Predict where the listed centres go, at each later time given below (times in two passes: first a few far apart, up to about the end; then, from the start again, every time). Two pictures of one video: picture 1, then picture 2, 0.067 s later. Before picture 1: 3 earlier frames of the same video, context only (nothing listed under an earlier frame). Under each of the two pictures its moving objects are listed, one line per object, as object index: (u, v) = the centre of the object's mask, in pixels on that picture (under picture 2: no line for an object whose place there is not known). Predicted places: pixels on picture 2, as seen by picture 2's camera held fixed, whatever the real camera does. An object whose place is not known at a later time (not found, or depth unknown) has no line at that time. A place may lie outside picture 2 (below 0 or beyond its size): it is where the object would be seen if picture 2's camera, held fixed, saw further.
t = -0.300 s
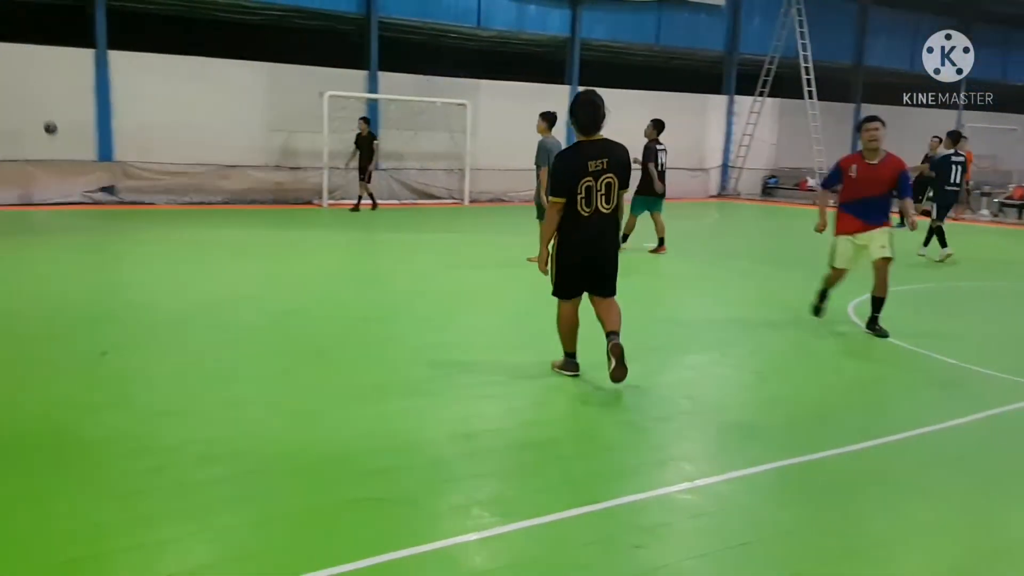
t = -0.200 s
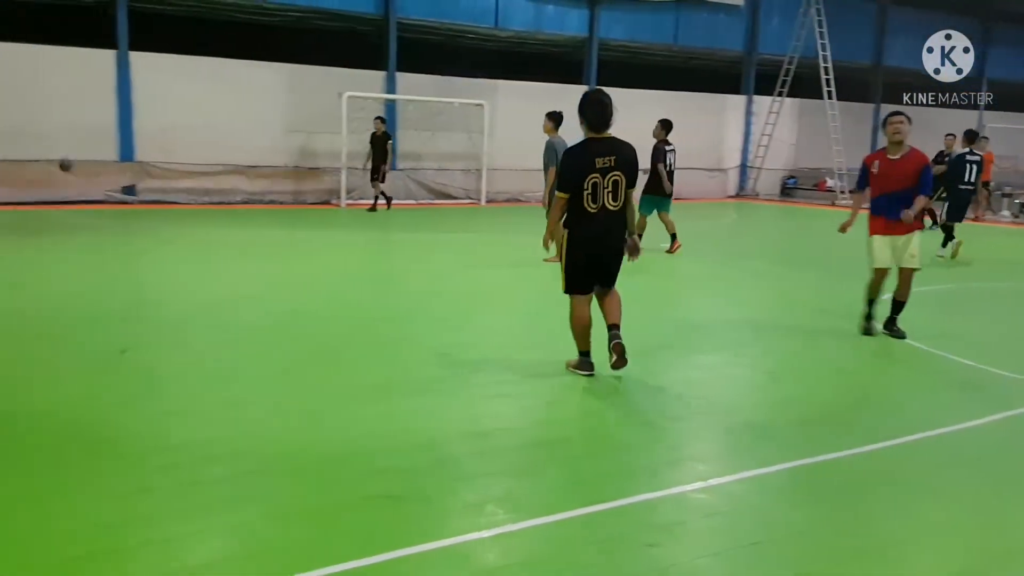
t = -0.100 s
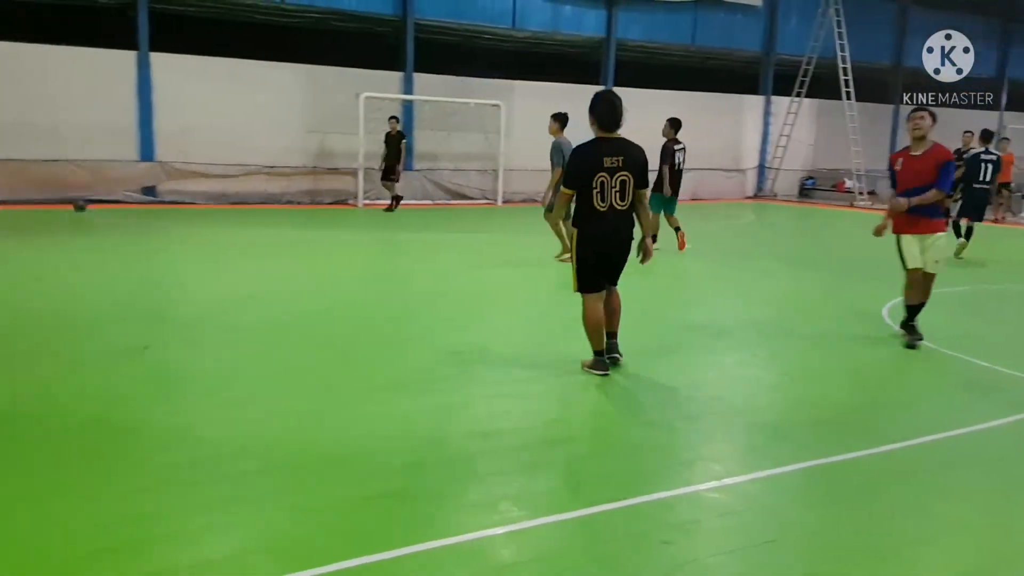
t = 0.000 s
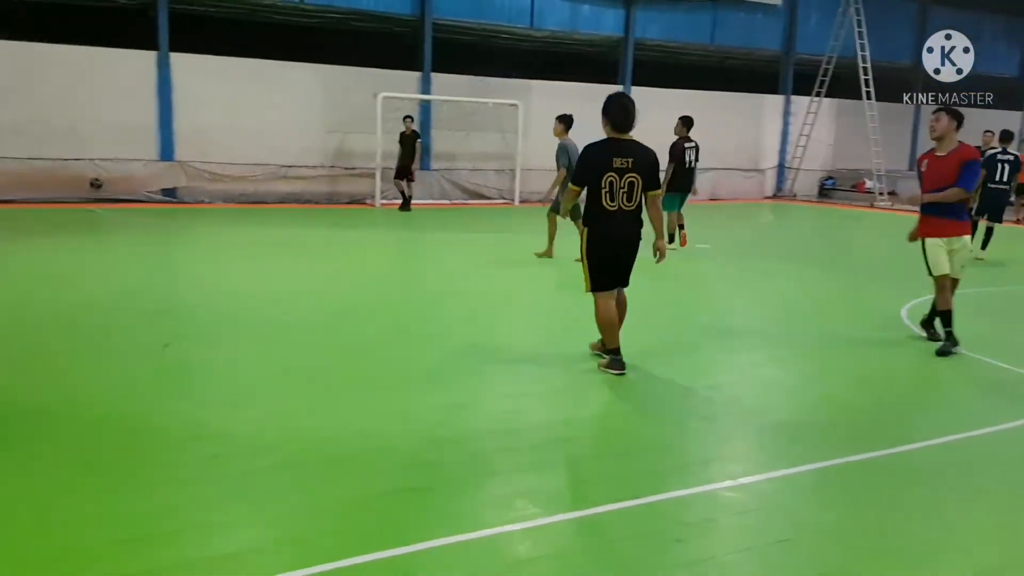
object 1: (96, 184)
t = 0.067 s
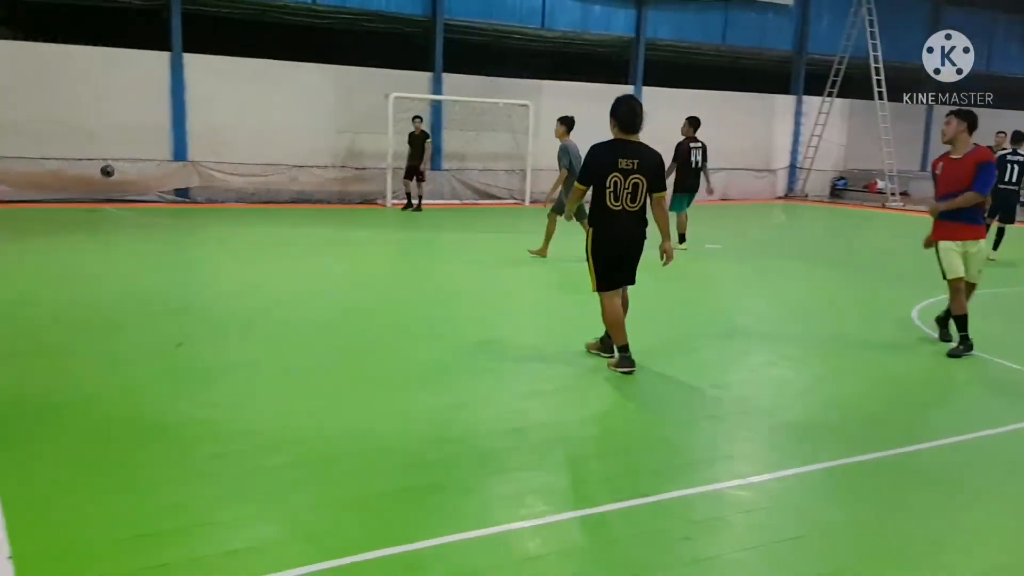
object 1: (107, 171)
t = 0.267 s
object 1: (99, 152)
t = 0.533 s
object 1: (90, 169)
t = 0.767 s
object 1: (83, 214)
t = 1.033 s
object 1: (65, 200)
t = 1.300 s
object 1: (51, 227)
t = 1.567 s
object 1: (33, 237)
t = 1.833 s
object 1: (12, 246)
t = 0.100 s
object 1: (106, 166)
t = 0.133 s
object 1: (104, 162)
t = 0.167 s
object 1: (103, 159)
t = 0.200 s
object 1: (102, 156)
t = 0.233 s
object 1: (100, 154)
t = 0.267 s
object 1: (99, 152)
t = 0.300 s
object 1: (98, 151)
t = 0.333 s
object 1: (97, 151)
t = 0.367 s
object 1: (96, 152)
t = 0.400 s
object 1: (94, 154)
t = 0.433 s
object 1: (93, 156)
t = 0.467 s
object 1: (92, 160)
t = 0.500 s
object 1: (91, 164)
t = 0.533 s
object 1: (90, 169)
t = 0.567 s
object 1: (89, 176)
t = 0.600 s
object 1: (88, 183)
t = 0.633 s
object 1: (87, 191)
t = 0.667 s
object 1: (86, 201)
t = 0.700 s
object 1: (85, 209)
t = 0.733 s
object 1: (85, 219)
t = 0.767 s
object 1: (83, 214)
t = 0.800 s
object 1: (81, 210)
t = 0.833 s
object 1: (79, 207)
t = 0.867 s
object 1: (76, 204)
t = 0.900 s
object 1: (74, 201)
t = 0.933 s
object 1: (72, 199)
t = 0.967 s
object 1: (70, 198)
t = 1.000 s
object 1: (68, 198)
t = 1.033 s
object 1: (65, 200)
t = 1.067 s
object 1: (65, 202)
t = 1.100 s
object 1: (61, 205)
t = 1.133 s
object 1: (60, 208)
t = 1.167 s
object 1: (58, 212)
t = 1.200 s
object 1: (57, 218)
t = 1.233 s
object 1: (55, 225)
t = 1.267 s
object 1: (54, 230)
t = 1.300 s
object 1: (51, 227)
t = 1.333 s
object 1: (49, 224)
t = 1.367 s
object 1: (46, 223)
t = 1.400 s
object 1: (44, 223)
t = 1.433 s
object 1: (41, 223)
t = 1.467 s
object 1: (39, 225)
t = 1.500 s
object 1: (37, 228)
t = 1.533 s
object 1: (35, 232)
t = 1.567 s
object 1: (33, 237)
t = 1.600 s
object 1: (31, 238)
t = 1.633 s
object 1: (28, 238)
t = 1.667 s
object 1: (25, 238)
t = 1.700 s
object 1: (23, 240)
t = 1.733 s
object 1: (20, 243)
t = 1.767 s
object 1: (18, 243)
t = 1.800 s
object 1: (15, 244)
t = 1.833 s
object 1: (12, 246)
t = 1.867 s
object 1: (10, 247)
